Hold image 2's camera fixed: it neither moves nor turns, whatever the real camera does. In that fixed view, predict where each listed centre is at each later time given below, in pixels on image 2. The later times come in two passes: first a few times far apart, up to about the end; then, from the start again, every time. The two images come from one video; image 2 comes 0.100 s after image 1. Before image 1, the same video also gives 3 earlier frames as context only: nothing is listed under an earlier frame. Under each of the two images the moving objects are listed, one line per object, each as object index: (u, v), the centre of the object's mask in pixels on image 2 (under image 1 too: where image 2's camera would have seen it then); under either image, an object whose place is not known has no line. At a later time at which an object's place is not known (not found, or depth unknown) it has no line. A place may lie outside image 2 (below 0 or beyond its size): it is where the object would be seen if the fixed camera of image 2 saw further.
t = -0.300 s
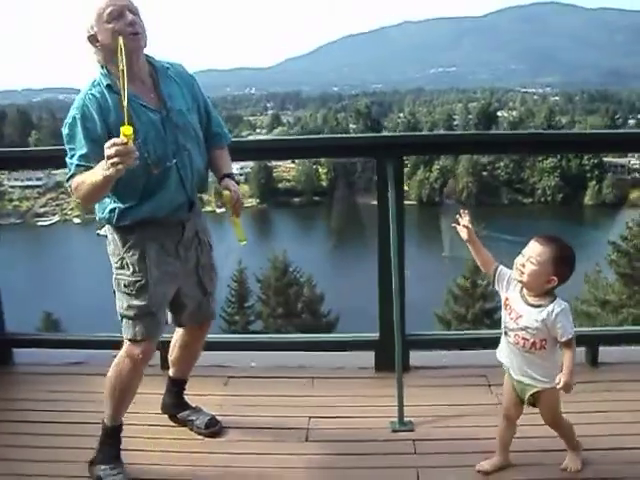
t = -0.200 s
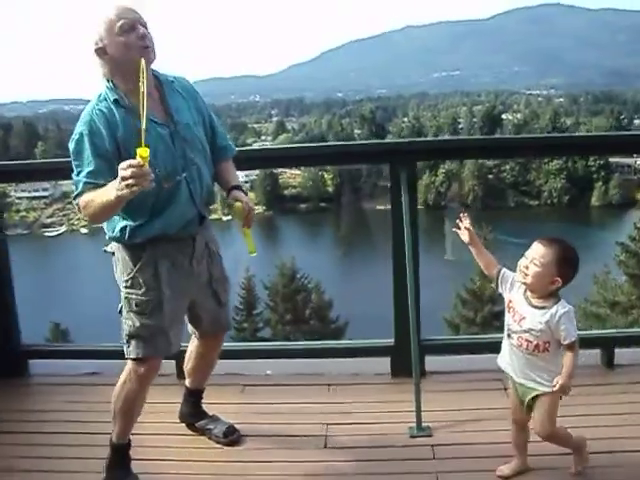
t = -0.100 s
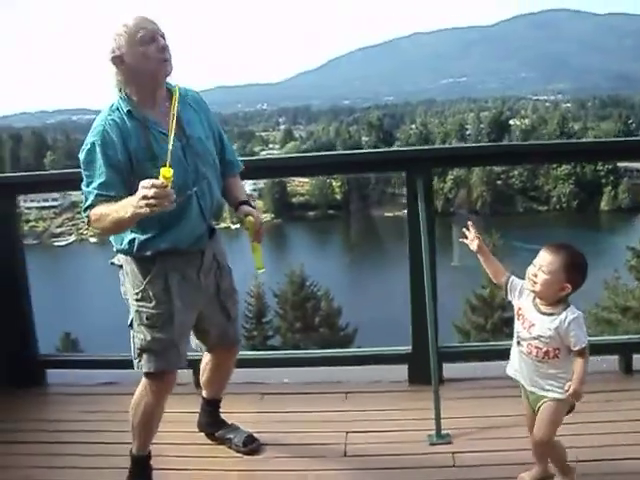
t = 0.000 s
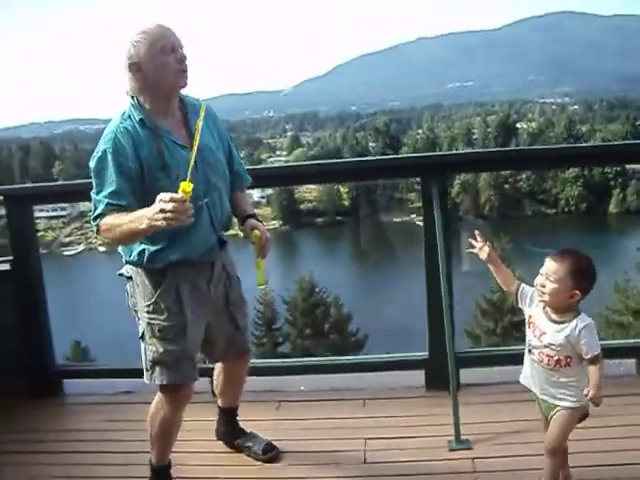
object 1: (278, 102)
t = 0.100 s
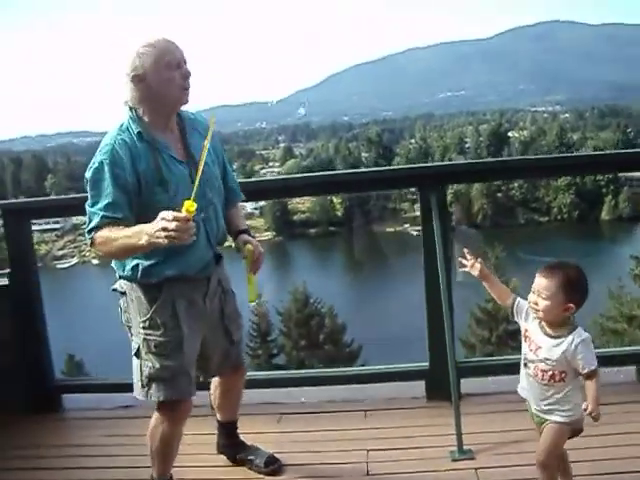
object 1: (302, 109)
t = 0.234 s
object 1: (305, 122)
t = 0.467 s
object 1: (321, 135)
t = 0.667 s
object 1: (337, 130)
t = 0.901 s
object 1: (358, 125)
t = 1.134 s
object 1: (382, 125)
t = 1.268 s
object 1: (396, 128)
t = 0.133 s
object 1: (294, 110)
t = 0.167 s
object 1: (299, 113)
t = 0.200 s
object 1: (303, 119)
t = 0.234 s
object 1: (305, 122)
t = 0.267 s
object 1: (309, 126)
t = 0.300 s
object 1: (311, 129)
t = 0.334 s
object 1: (313, 132)
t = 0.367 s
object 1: (315, 133)
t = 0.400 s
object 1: (316, 135)
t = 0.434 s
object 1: (319, 135)
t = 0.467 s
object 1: (321, 135)
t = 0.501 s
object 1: (323, 135)
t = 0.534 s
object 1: (325, 134)
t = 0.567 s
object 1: (328, 134)
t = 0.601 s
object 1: (331, 133)
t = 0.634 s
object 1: (334, 131)
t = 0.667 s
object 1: (337, 130)
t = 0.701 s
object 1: (339, 130)
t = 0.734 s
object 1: (343, 129)
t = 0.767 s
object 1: (345, 127)
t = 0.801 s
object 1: (348, 127)
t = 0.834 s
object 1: (351, 126)
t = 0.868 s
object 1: (354, 125)
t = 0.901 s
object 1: (358, 125)
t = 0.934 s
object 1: (361, 124)
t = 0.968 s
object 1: (365, 125)
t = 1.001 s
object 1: (368, 125)
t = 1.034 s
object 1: (371, 125)
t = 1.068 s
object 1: (375, 125)
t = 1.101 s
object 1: (378, 125)
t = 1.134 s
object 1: (382, 125)
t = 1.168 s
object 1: (386, 126)
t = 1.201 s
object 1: (389, 127)
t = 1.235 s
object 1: (392, 128)
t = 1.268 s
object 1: (396, 128)
